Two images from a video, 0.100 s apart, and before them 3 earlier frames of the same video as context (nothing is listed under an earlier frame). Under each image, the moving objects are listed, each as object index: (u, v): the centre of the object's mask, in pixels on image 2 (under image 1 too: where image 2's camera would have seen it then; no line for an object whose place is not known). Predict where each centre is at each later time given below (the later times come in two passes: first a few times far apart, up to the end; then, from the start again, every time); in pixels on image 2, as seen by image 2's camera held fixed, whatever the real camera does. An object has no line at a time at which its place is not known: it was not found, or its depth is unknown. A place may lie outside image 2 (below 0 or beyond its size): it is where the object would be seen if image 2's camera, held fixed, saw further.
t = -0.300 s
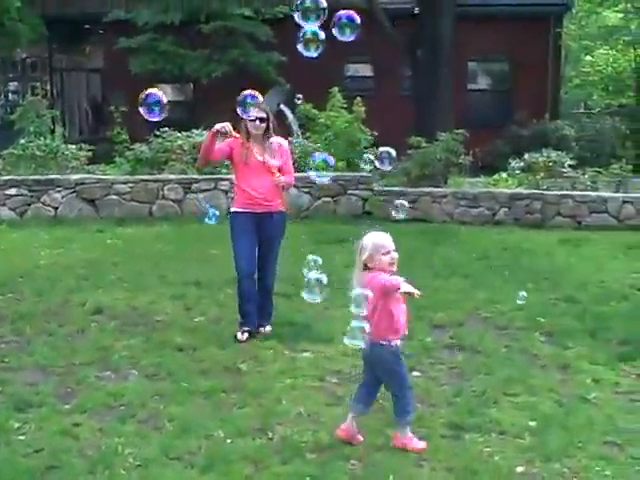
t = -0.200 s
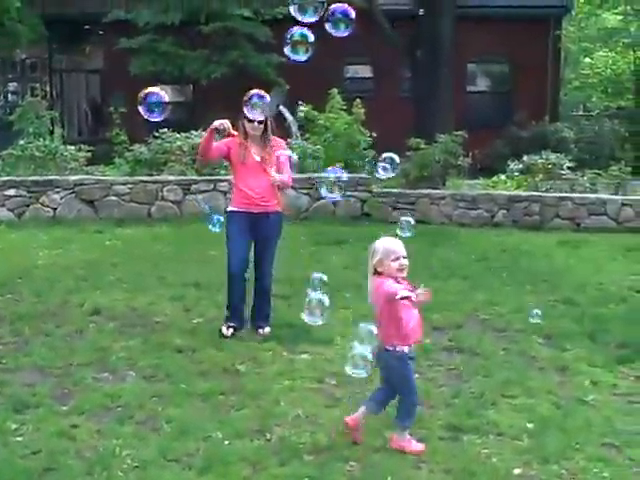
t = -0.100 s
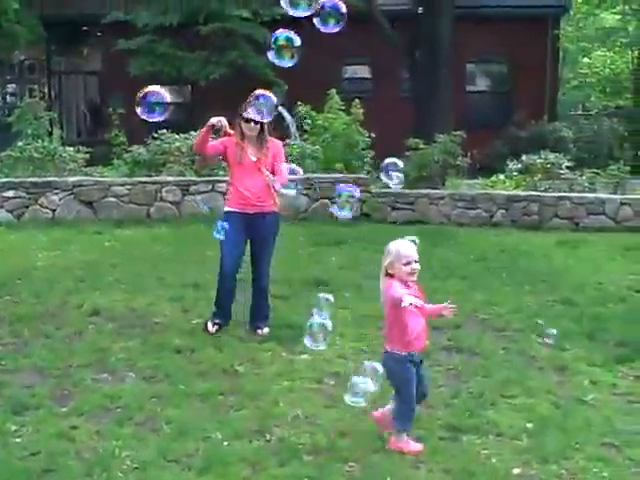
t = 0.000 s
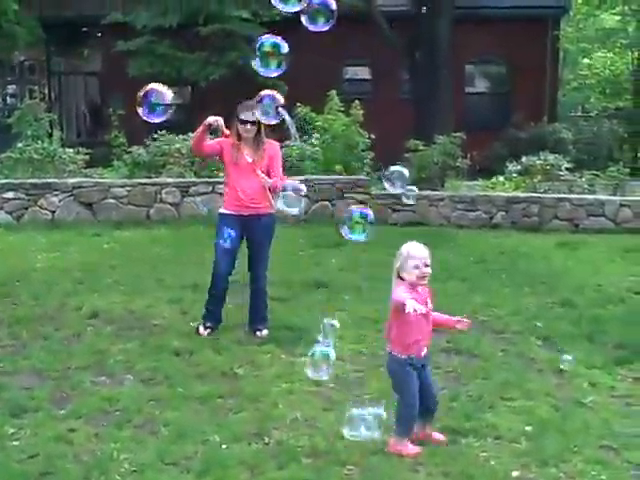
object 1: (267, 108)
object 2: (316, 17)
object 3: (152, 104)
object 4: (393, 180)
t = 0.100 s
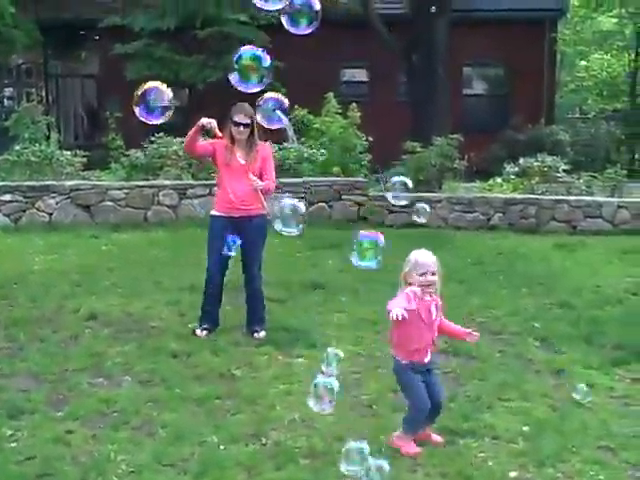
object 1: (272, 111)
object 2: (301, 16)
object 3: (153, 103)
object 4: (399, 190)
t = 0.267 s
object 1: (277, 113)
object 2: (264, 20)
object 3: (152, 95)
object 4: (409, 213)
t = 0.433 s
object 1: (288, 123)
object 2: (207, 33)
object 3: (150, 88)
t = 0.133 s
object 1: (274, 111)
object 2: (295, 17)
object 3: (153, 102)
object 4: (401, 194)
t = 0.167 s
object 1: (275, 111)
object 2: (288, 18)
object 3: (153, 100)
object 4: (403, 198)
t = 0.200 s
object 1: (276, 112)
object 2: (281, 19)
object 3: (153, 99)
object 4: (405, 203)
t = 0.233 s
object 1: (276, 112)
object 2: (273, 19)
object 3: (153, 97)
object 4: (407, 208)
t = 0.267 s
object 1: (277, 113)
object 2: (264, 20)
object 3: (152, 95)
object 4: (409, 213)
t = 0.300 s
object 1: (278, 114)
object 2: (255, 22)
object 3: (149, 92)
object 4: (411, 220)
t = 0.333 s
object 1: (279, 115)
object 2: (245, 23)
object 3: (147, 90)
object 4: (414, 227)
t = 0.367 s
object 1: (282, 119)
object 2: (232, 26)
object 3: (148, 91)
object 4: (417, 236)
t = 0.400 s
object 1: (285, 121)
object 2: (219, 29)
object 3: (151, 82)
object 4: (419, 242)
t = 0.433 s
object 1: (288, 123)
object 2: (207, 33)
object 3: (150, 88)
